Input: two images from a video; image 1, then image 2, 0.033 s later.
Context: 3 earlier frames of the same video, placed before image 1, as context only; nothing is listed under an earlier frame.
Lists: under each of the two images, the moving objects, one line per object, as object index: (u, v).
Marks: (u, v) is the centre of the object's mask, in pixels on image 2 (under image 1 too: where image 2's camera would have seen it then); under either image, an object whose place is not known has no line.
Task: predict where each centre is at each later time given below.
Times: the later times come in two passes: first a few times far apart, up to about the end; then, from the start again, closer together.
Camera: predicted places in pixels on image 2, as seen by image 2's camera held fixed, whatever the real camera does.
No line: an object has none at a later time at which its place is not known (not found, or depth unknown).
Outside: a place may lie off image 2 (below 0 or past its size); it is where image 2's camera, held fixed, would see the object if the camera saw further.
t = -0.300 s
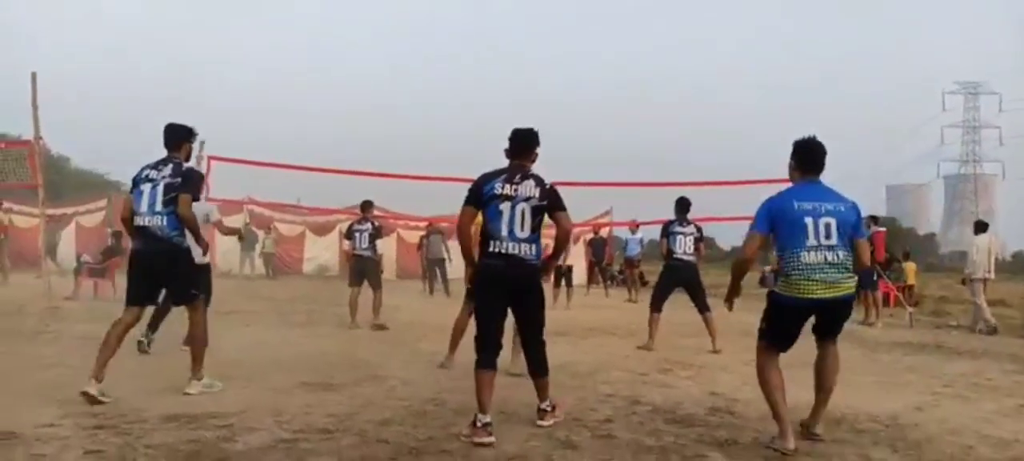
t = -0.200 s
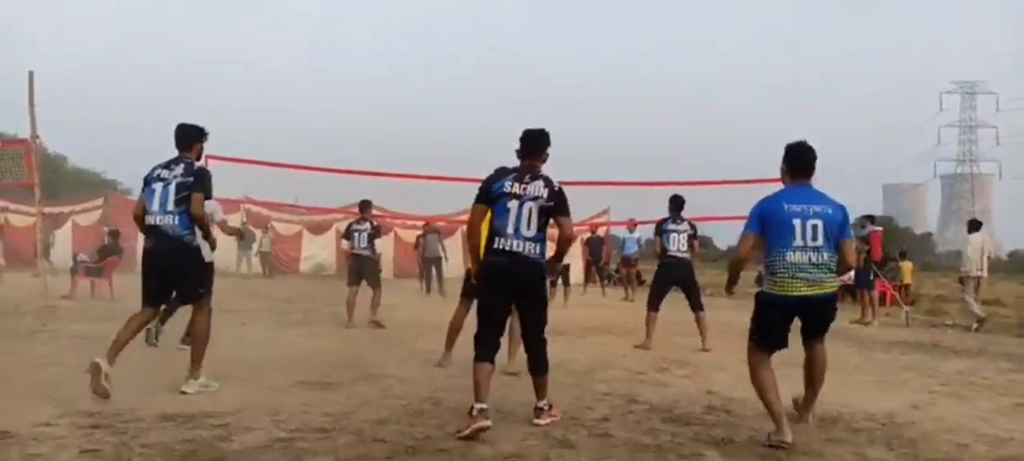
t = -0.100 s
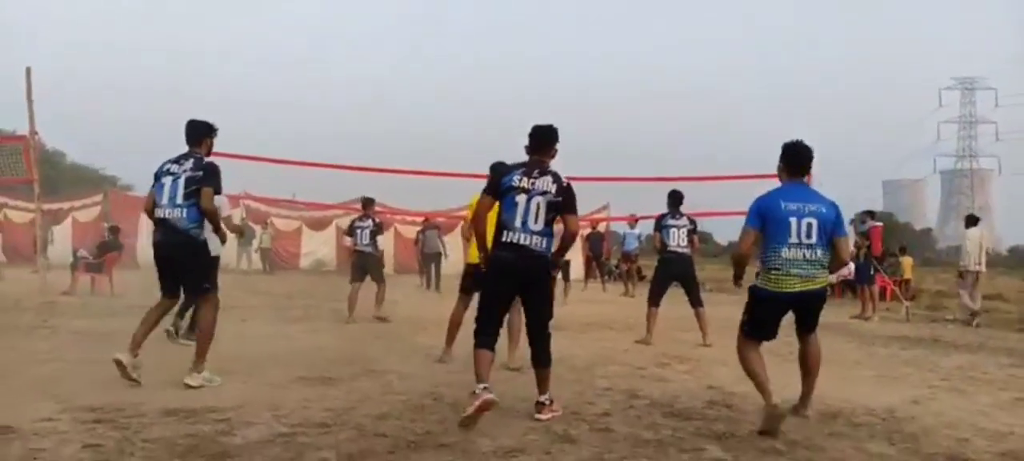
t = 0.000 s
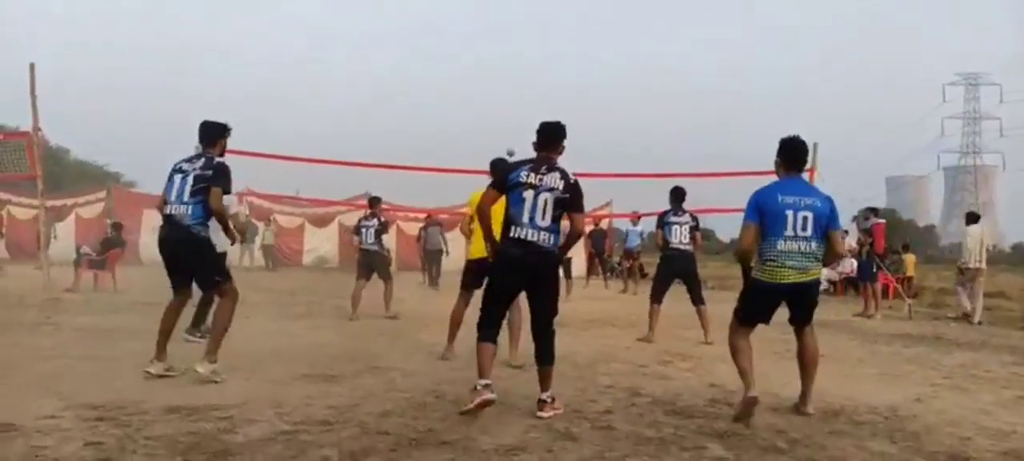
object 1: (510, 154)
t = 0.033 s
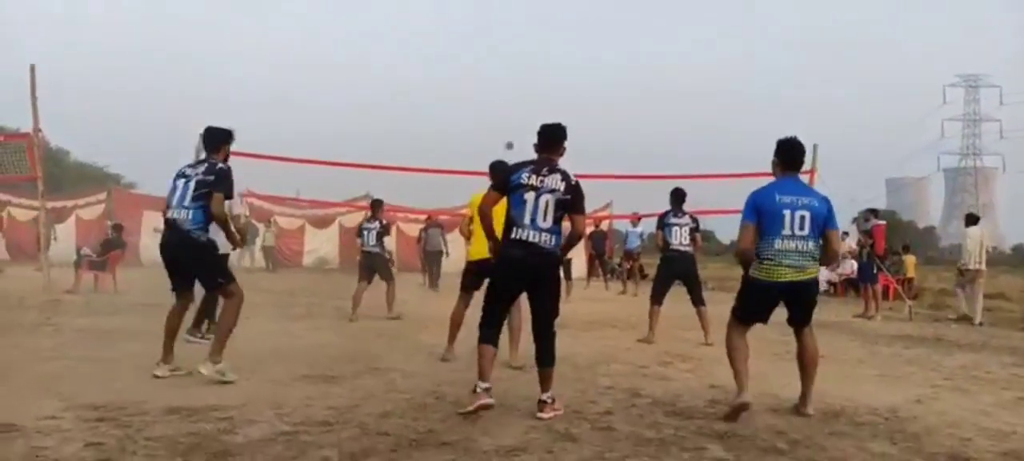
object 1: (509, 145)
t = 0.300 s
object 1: (493, 85)
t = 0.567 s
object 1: (463, 51)
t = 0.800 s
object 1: (423, 58)
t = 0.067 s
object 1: (508, 137)
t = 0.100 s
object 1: (506, 128)
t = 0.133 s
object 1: (504, 120)
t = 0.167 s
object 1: (502, 112)
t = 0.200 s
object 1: (500, 105)
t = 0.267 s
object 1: (495, 91)
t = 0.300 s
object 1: (493, 85)
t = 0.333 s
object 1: (490, 78)
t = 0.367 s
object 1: (487, 73)
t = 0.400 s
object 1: (483, 68)
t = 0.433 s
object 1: (480, 63)
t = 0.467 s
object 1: (476, 59)
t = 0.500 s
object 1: (471, 56)
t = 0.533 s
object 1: (468, 53)
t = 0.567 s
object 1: (463, 51)
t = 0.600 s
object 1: (458, 49)
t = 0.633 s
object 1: (453, 47)
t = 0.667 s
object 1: (448, 48)
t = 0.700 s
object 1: (443, 49)
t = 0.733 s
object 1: (437, 51)
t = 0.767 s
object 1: (430, 53)
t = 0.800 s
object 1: (423, 58)
